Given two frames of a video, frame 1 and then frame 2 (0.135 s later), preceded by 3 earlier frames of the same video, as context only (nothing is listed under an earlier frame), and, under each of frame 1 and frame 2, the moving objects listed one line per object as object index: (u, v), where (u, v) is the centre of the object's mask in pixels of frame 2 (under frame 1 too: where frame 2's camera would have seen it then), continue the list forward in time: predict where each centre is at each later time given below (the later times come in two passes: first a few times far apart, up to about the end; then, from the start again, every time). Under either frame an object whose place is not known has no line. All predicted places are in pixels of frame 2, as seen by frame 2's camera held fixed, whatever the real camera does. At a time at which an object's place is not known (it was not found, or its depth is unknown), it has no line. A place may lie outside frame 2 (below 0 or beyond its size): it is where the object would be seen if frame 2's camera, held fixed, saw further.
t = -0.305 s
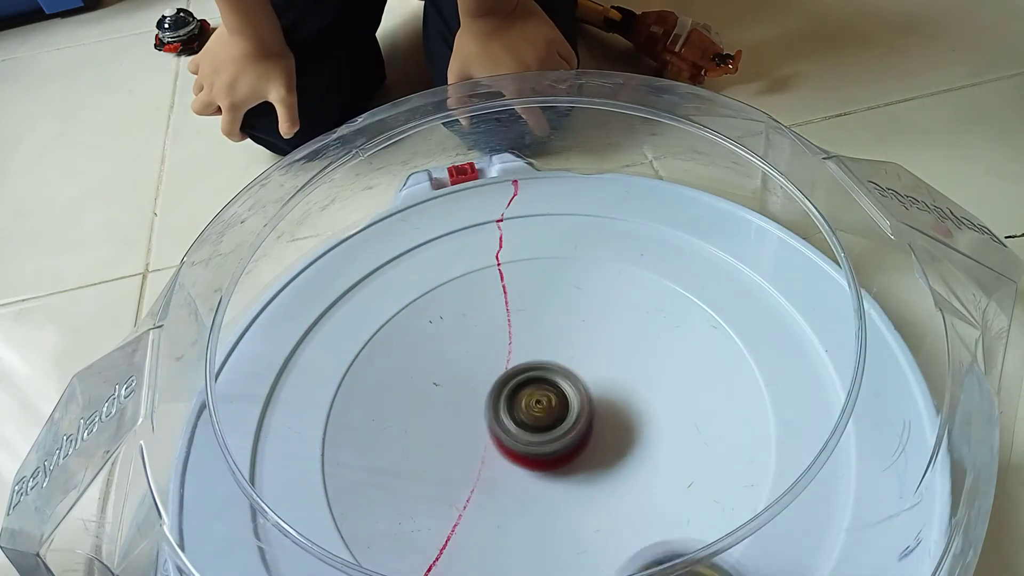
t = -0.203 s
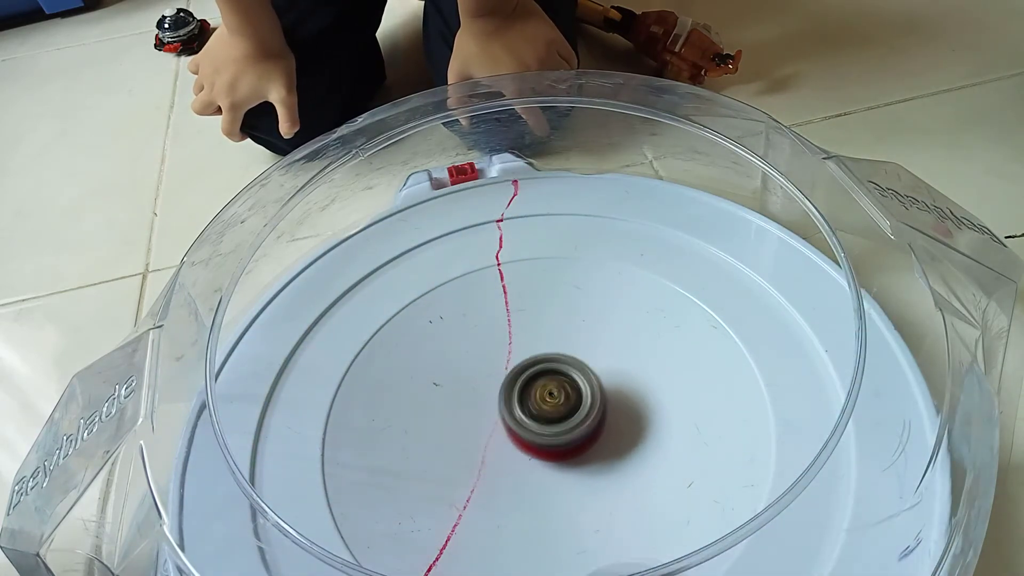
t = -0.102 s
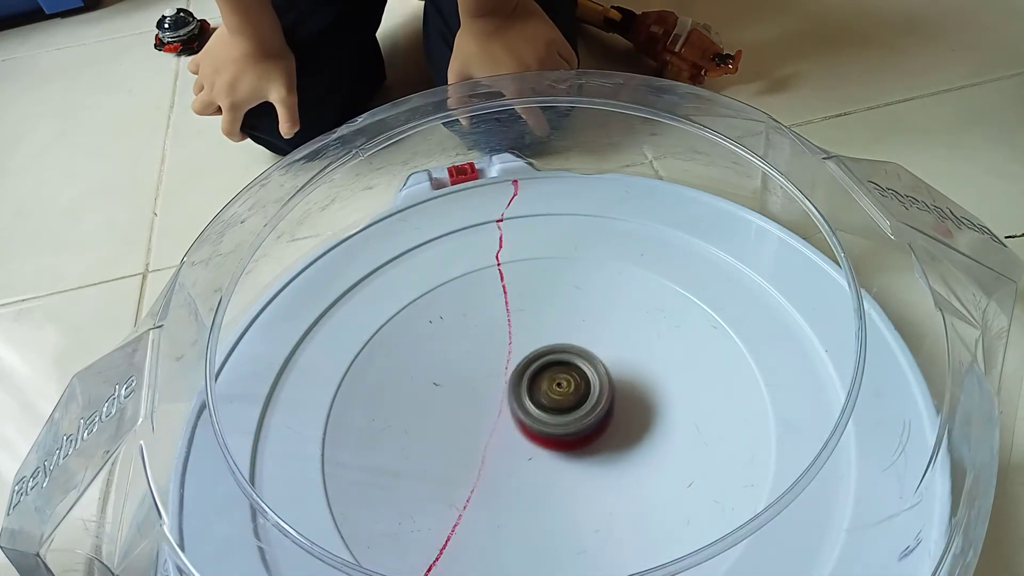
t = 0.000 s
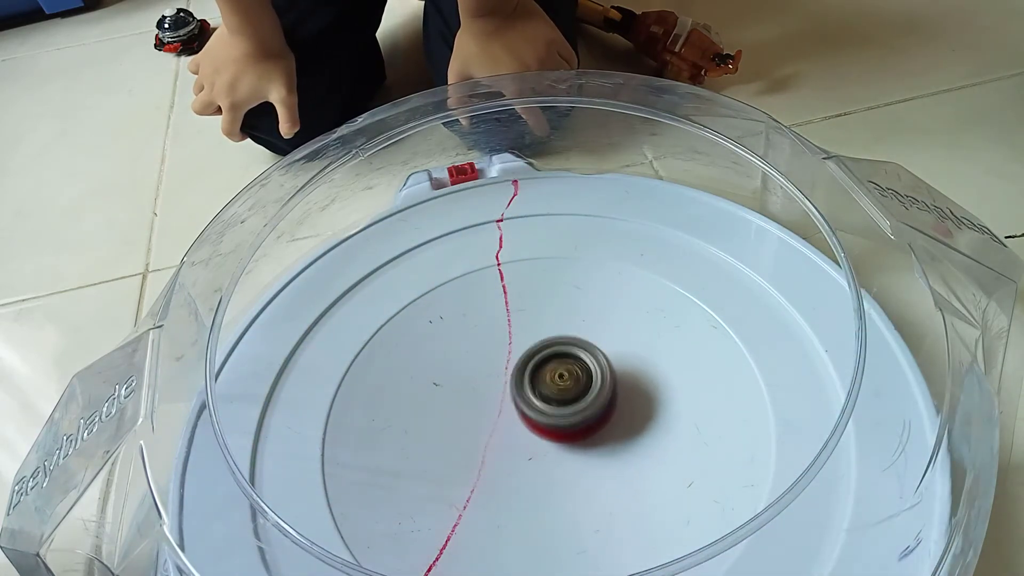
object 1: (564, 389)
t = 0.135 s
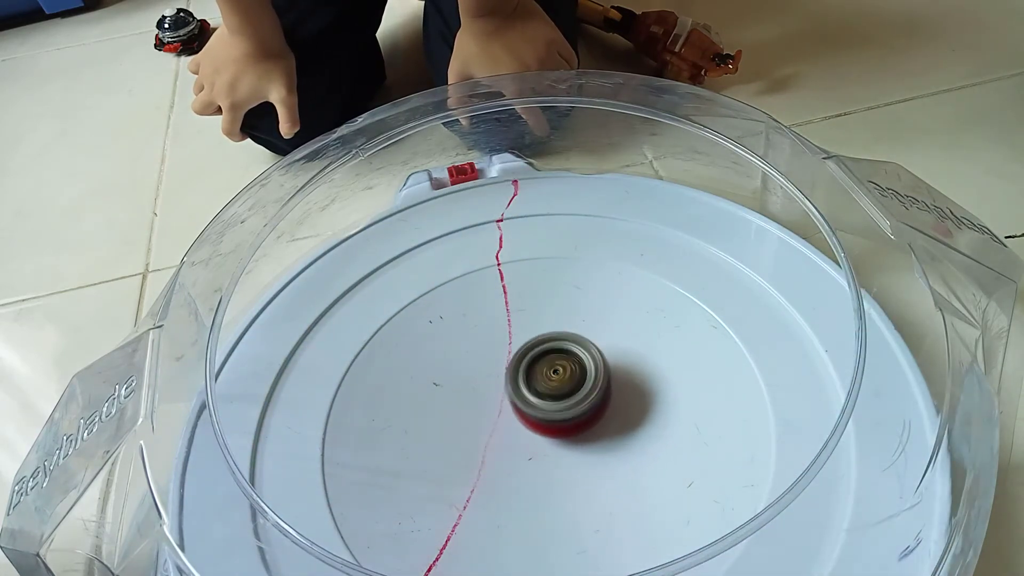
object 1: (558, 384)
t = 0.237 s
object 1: (552, 390)
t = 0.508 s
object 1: (548, 423)
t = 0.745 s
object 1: (559, 443)
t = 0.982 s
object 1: (562, 434)
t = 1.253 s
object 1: (533, 415)
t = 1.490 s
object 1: (509, 413)
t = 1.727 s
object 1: (546, 467)
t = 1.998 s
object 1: (586, 462)
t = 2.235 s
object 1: (555, 479)
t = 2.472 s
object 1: (534, 439)
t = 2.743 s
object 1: (492, 390)
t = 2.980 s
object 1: (511, 375)
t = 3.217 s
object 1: (551, 350)
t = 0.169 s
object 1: (556, 385)
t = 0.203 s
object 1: (554, 387)
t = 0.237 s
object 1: (552, 390)
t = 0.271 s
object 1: (551, 393)
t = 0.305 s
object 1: (549, 397)
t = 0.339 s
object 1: (548, 401)
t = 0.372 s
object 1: (548, 405)
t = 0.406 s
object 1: (547, 410)
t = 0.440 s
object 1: (547, 414)
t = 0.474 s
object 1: (547, 419)
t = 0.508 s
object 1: (548, 423)
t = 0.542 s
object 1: (548, 427)
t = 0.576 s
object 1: (549, 431)
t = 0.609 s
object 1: (551, 434)
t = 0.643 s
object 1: (552, 438)
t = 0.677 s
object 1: (554, 440)
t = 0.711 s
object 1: (557, 442)
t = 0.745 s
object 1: (559, 443)
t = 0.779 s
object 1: (561, 444)
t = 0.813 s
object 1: (563, 444)
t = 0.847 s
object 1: (564, 443)
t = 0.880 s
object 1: (565, 442)
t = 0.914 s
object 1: (564, 439)
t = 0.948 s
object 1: (564, 437)
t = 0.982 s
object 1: (562, 434)
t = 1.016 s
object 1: (560, 432)
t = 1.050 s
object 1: (557, 429)
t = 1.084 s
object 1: (554, 426)
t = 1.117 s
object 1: (550, 423)
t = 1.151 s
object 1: (546, 421)
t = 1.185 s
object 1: (541, 419)
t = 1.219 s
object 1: (537, 417)
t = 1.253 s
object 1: (533, 415)
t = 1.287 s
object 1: (529, 414)
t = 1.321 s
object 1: (525, 413)
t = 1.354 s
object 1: (520, 412)
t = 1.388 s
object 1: (517, 412)
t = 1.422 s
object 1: (514, 412)
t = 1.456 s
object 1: (511, 412)
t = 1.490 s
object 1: (509, 413)
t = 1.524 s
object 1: (507, 414)
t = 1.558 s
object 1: (509, 421)
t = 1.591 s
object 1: (518, 438)
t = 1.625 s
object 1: (525, 450)
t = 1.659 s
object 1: (532, 460)
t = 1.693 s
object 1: (539, 465)
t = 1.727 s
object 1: (546, 467)
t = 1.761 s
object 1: (553, 467)
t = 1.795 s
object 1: (560, 466)
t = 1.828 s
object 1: (566, 465)
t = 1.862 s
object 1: (573, 463)
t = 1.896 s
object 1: (578, 460)
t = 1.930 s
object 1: (583, 457)
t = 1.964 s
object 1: (587, 453)
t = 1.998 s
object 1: (586, 462)
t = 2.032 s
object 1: (582, 477)
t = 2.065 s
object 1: (575, 484)
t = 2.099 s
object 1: (571, 489)
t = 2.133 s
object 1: (567, 489)
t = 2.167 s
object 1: (563, 487)
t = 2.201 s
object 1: (558, 484)
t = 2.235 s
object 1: (555, 479)
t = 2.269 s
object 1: (552, 475)
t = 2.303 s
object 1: (548, 469)
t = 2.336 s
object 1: (545, 464)
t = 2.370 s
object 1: (542, 459)
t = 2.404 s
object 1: (539, 452)
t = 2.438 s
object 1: (536, 446)
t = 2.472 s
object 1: (534, 439)
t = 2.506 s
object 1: (532, 431)
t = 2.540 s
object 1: (528, 424)
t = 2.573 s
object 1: (519, 418)
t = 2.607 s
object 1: (509, 412)
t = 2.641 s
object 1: (503, 406)
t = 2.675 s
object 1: (498, 400)
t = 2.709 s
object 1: (493, 393)
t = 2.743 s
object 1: (492, 390)
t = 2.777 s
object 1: (491, 386)
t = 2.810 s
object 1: (492, 384)
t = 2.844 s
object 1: (495, 383)
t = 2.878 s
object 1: (499, 382)
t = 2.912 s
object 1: (504, 382)
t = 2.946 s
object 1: (508, 379)
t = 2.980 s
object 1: (511, 375)
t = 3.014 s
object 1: (515, 370)
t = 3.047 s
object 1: (521, 367)
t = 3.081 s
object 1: (528, 360)
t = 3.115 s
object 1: (534, 354)
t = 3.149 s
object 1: (540, 353)
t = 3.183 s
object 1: (546, 350)
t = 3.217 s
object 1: (551, 350)
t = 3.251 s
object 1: (556, 349)
